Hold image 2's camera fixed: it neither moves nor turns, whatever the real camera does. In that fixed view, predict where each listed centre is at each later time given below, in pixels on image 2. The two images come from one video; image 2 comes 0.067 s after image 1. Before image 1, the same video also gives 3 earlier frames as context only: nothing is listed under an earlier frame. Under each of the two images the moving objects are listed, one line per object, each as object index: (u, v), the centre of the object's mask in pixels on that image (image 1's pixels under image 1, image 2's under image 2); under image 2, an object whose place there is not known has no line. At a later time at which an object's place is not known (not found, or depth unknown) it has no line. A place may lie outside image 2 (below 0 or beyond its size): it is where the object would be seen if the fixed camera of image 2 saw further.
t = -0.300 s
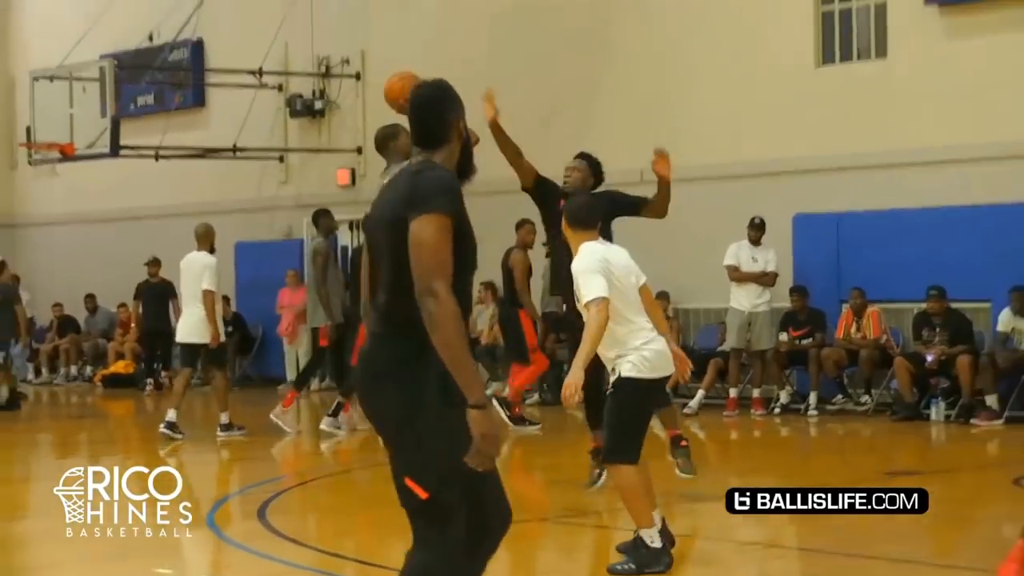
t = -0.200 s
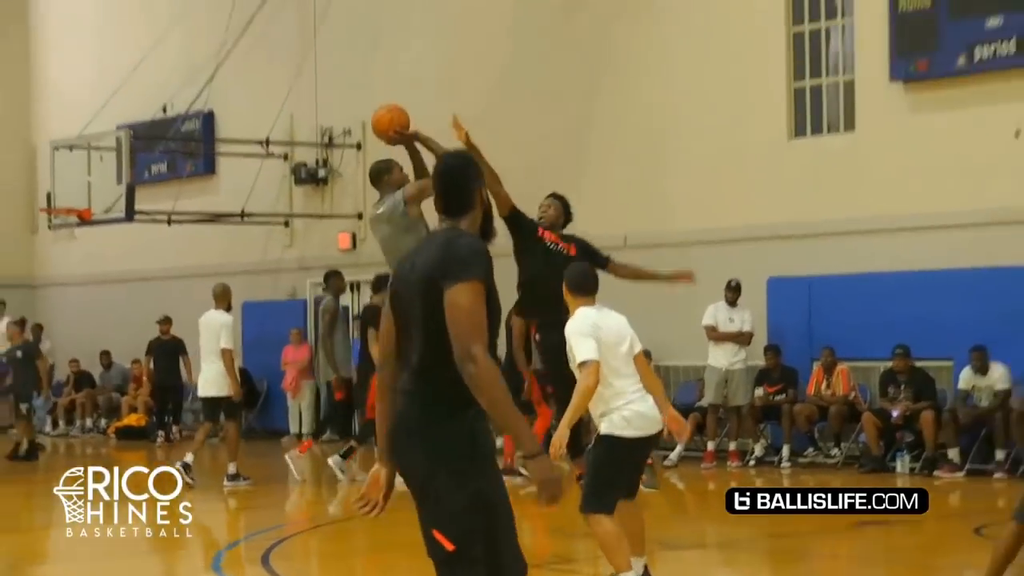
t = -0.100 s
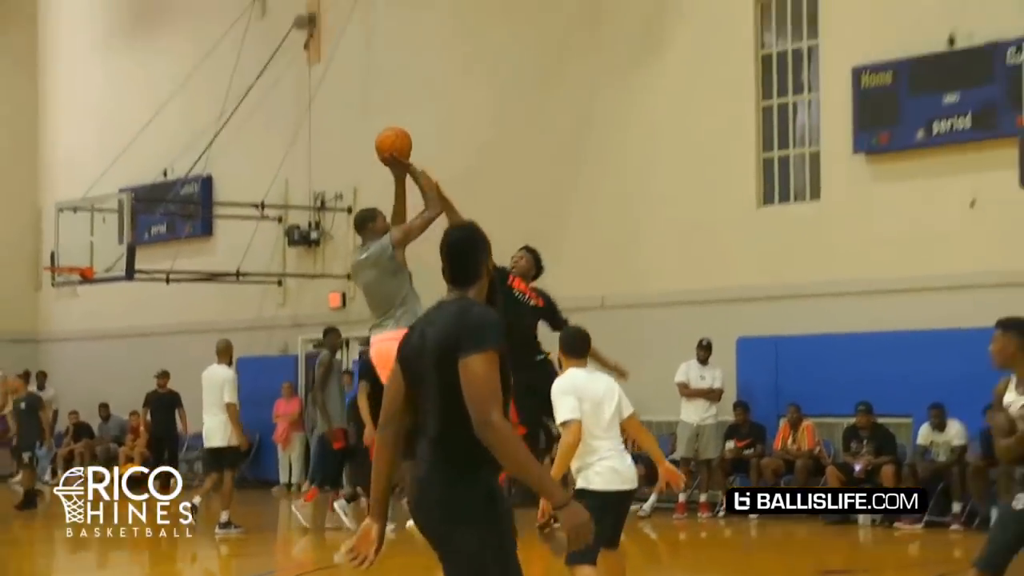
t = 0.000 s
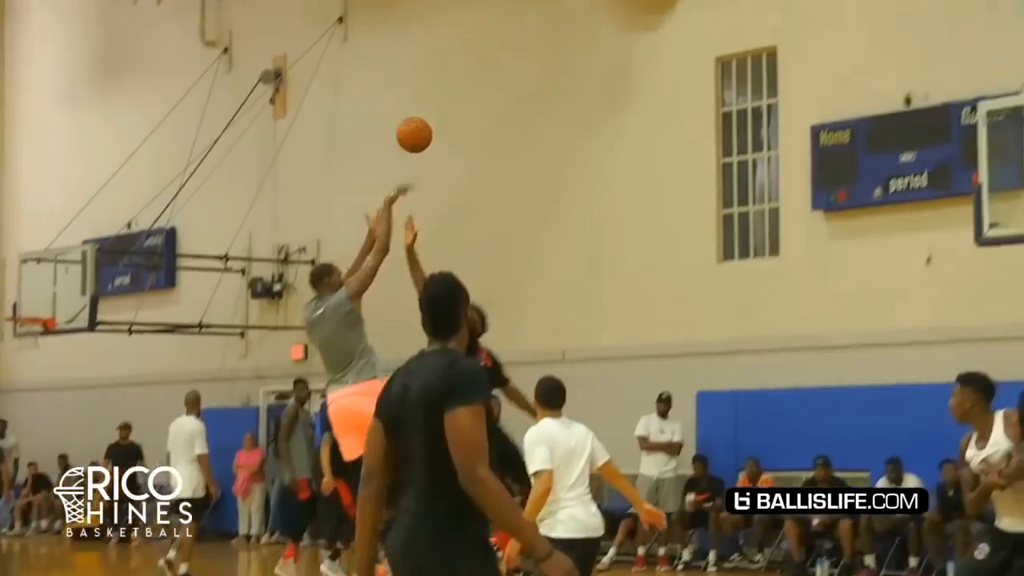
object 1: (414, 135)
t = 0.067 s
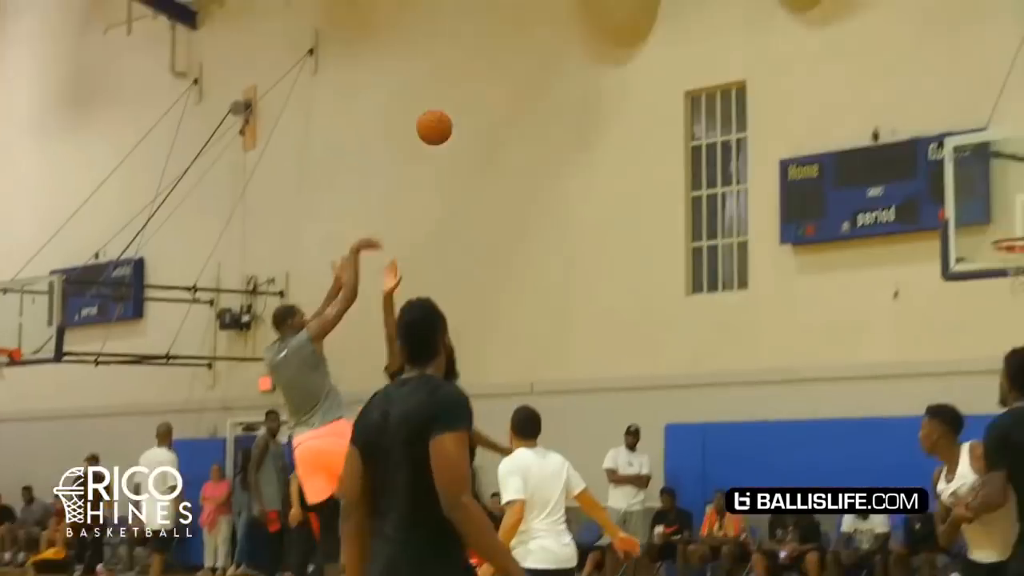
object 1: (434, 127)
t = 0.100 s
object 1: (459, 110)
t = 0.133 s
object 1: (485, 95)
